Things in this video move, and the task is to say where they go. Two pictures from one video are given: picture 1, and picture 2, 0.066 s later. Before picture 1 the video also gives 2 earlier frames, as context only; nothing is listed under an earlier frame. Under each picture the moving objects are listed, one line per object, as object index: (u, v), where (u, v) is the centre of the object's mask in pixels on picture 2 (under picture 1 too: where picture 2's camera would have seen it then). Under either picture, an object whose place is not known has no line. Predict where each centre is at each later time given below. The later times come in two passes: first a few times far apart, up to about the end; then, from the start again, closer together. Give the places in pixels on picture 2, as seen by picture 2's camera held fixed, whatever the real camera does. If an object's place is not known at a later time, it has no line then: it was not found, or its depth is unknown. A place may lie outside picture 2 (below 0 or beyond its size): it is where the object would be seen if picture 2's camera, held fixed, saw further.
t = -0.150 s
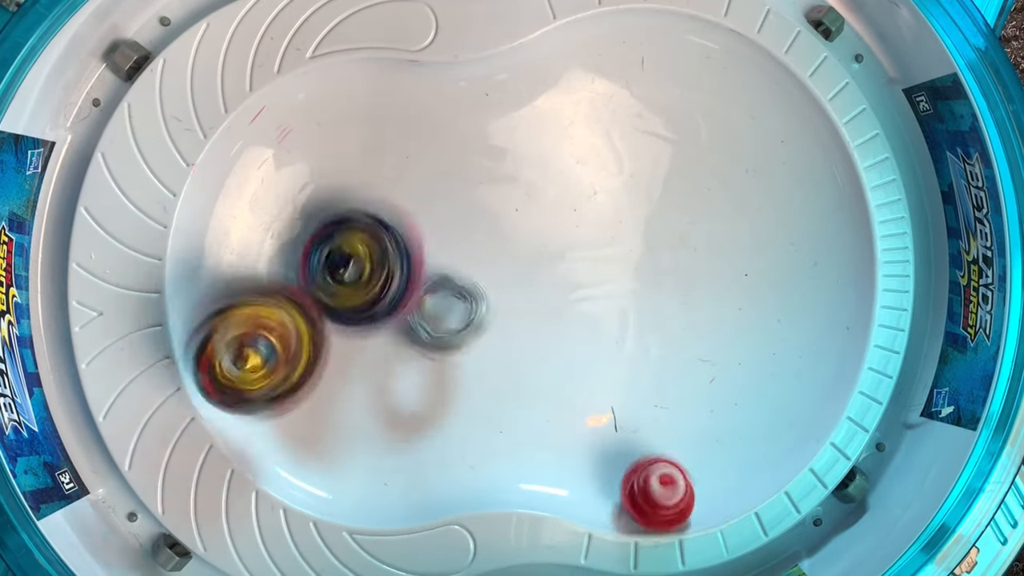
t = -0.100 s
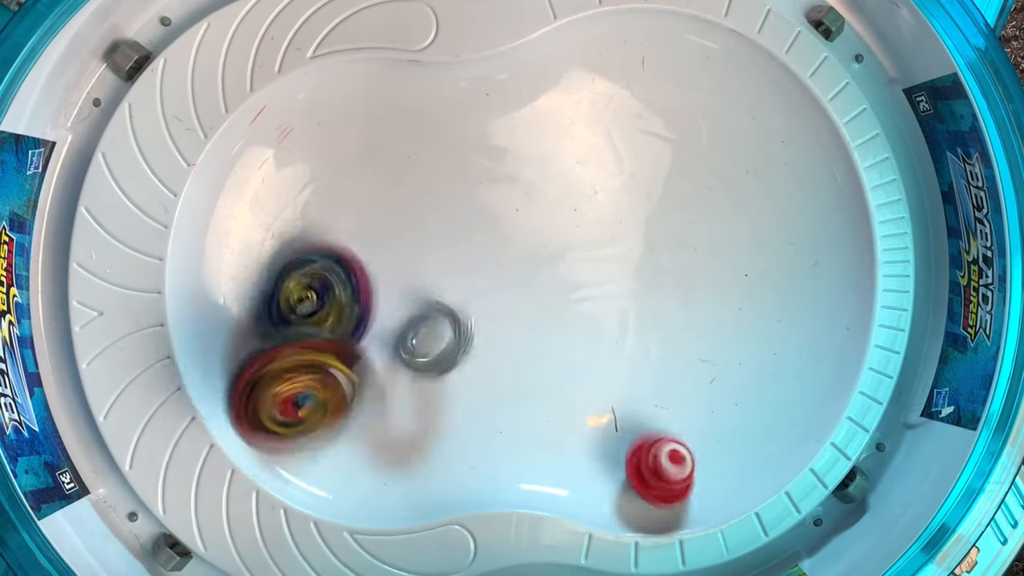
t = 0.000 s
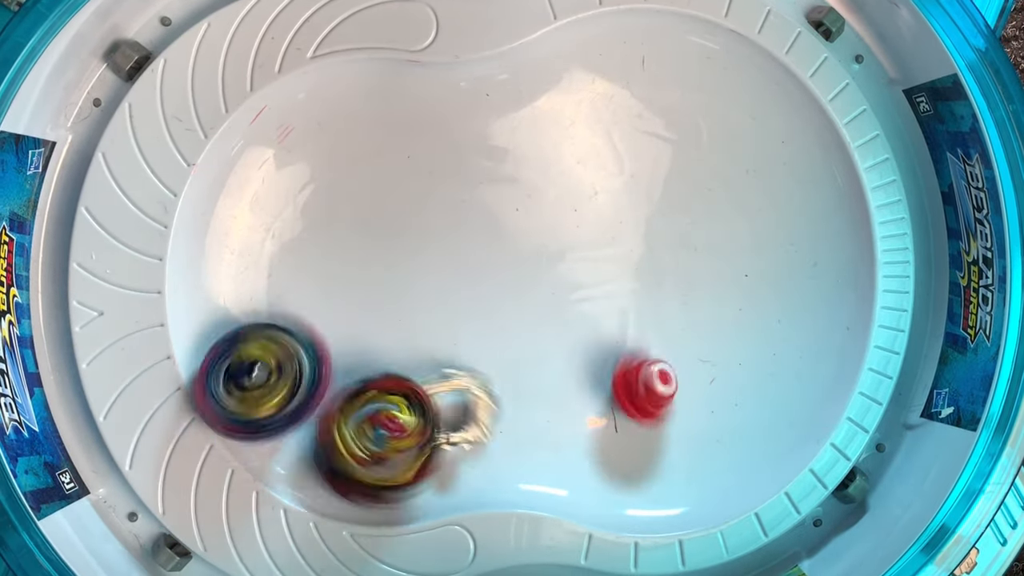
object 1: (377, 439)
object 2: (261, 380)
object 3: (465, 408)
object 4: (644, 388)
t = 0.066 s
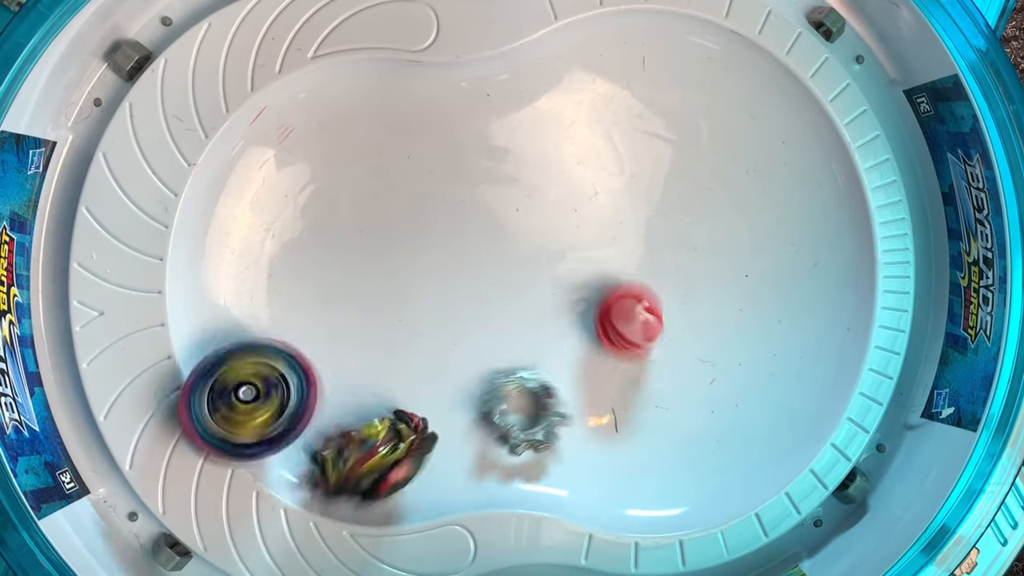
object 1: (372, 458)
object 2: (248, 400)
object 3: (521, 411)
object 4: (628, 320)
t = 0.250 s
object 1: (404, 410)
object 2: (338, 333)
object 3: (626, 330)
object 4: (530, 178)
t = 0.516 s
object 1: (416, 392)
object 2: (389, 125)
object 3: (647, 286)
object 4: (532, 133)
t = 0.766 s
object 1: (415, 381)
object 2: (433, 267)
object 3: (645, 292)
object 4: (688, 227)
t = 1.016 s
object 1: (380, 389)
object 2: (585, 378)
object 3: (645, 291)
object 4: (727, 285)
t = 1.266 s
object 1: (380, 388)
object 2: (673, 361)
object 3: (632, 277)
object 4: (754, 307)
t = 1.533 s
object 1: (381, 387)
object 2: (676, 346)
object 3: (645, 254)
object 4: (765, 311)
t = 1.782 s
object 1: (380, 387)
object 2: (659, 348)
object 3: (645, 252)
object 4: (736, 310)
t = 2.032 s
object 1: (380, 387)
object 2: (624, 329)
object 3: (648, 247)
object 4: (733, 305)
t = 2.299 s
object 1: (380, 386)
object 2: (628, 325)
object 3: (652, 234)
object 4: (730, 307)
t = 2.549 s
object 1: (381, 386)
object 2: (627, 324)
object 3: (653, 233)
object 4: (729, 307)
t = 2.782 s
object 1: (380, 386)
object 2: (627, 323)
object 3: (655, 234)
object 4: (729, 307)
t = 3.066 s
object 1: (380, 386)
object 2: (627, 323)
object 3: (655, 234)
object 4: (729, 308)
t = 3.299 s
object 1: (380, 386)
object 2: (627, 323)
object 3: (655, 233)
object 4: (730, 306)
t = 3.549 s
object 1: (380, 386)
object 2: (627, 323)
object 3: (655, 234)
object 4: (729, 307)
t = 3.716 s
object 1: (380, 386)
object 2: (627, 323)
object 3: (655, 233)
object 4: (730, 305)
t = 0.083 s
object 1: (369, 468)
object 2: (249, 401)
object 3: (534, 407)
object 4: (625, 306)
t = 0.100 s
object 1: (370, 471)
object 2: (248, 400)
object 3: (547, 402)
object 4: (614, 284)
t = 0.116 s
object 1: (372, 470)
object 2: (256, 393)
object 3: (562, 398)
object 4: (604, 265)
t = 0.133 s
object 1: (373, 468)
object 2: (265, 390)
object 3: (571, 389)
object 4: (598, 251)
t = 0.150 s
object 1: (376, 464)
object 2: (274, 386)
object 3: (580, 381)
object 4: (588, 236)
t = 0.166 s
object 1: (379, 457)
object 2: (282, 378)
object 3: (591, 374)
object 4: (576, 222)
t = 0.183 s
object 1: (383, 448)
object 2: (297, 368)
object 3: (600, 366)
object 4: (566, 208)
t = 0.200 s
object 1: (391, 439)
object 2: (310, 363)
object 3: (609, 357)
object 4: (560, 201)
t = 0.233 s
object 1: (402, 416)
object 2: (329, 344)
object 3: (619, 339)
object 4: (537, 185)
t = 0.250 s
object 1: (404, 410)
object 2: (338, 333)
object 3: (626, 330)
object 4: (530, 178)
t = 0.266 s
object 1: (405, 409)
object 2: (348, 316)
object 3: (632, 322)
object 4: (520, 173)
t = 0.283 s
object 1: (406, 411)
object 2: (358, 297)
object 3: (636, 314)
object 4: (511, 168)
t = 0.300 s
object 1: (411, 415)
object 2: (367, 282)
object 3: (639, 308)
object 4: (500, 163)
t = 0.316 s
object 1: (416, 419)
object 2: (371, 266)
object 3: (642, 303)
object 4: (491, 157)
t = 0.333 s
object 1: (418, 419)
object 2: (375, 250)
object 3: (644, 298)
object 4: (483, 152)
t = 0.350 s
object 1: (418, 418)
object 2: (382, 231)
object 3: (646, 293)
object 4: (474, 150)
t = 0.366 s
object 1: (418, 416)
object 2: (387, 216)
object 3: (647, 290)
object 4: (464, 148)
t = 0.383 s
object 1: (418, 413)
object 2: (390, 203)
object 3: (648, 288)
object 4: (458, 146)
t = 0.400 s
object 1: (418, 411)
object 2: (389, 190)
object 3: (647, 287)
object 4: (466, 139)
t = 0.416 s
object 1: (418, 408)
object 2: (387, 173)
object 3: (647, 286)
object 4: (476, 134)
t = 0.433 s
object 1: (418, 405)
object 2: (388, 161)
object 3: (647, 286)
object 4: (485, 131)
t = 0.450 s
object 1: (418, 402)
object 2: (387, 151)
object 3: (647, 286)
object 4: (493, 130)
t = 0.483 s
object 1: (417, 396)
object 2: (387, 131)
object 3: (647, 286)
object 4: (512, 128)
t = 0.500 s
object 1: (417, 394)
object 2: (389, 125)
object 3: (647, 286)
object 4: (522, 130)
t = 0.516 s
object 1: (416, 392)
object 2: (389, 125)
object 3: (647, 286)
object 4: (532, 133)
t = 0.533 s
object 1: (416, 390)
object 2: (389, 124)
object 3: (647, 286)
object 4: (542, 139)
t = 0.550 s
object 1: (417, 388)
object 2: (391, 124)
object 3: (647, 286)
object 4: (553, 144)
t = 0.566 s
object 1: (416, 387)
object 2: (390, 129)
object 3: (647, 286)
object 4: (563, 150)
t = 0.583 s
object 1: (416, 385)
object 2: (391, 135)
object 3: (647, 286)
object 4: (576, 158)
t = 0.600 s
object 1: (416, 384)
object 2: (391, 141)
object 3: (647, 286)
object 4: (588, 166)
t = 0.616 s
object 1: (416, 384)
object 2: (394, 149)
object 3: (647, 286)
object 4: (598, 175)
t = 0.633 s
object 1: (416, 383)
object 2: (395, 158)
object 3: (646, 286)
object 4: (609, 186)
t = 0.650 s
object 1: (416, 383)
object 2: (397, 168)
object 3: (647, 286)
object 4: (621, 197)
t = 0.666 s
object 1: (416, 383)
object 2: (399, 180)
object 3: (646, 286)
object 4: (632, 209)
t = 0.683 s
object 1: (416, 382)
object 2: (405, 193)
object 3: (647, 288)
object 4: (645, 220)
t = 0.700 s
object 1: (416, 382)
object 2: (412, 212)
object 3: (646, 290)
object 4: (654, 222)
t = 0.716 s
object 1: (416, 381)
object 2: (414, 220)
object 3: (646, 292)
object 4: (664, 224)
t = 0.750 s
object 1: (415, 381)
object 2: (427, 251)
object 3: (645, 293)
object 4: (680, 227)
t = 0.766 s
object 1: (415, 381)
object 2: (433, 267)
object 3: (645, 292)
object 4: (688, 227)
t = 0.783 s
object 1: (408, 385)
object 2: (441, 284)
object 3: (646, 291)
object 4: (698, 229)
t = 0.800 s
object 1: (403, 389)
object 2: (453, 297)
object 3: (645, 291)
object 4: (706, 231)
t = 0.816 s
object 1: (397, 391)
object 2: (464, 311)
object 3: (645, 291)
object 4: (713, 234)
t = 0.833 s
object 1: (392, 394)
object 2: (474, 321)
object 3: (645, 291)
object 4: (720, 238)
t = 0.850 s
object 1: (387, 397)
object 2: (486, 336)
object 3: (645, 291)
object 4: (726, 242)
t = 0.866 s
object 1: (384, 399)
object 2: (493, 344)
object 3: (645, 291)
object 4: (729, 246)
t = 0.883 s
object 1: (382, 399)
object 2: (505, 347)
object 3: (645, 291)
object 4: (732, 250)
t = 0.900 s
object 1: (380, 398)
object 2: (514, 354)
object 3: (645, 291)
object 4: (735, 254)
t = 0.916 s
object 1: (379, 397)
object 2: (523, 360)
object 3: (645, 291)
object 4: (737, 257)
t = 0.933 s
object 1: (379, 395)
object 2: (533, 367)
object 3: (645, 291)
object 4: (740, 262)
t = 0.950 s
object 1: (379, 393)
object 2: (544, 370)
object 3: (645, 290)
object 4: (740, 267)
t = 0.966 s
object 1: (379, 392)
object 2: (556, 369)
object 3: (645, 291)
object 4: (738, 272)
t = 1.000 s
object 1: (380, 390)
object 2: (577, 375)
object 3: (645, 291)
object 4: (731, 281)
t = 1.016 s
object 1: (380, 389)
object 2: (585, 378)
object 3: (645, 291)
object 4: (727, 285)
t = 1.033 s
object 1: (380, 389)
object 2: (593, 378)
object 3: (644, 291)
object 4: (723, 289)
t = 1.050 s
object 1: (380, 389)
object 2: (603, 376)
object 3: (645, 288)
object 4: (718, 295)
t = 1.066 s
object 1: (380, 389)
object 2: (612, 375)
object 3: (644, 286)
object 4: (716, 302)
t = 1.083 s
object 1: (380, 389)
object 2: (622, 372)
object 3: (642, 286)
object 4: (713, 307)
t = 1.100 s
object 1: (380, 389)
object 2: (631, 371)
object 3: (642, 285)
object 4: (709, 311)
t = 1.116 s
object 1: (380, 389)
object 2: (639, 370)
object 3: (637, 274)
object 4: (707, 314)
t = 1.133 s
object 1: (380, 388)
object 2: (645, 370)
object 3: (638, 274)
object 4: (712, 315)
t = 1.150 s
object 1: (380, 388)
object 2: (649, 371)
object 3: (640, 274)
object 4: (719, 314)
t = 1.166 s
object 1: (380, 388)
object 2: (653, 371)
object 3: (636, 275)
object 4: (726, 311)
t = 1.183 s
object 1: (380, 388)
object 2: (656, 370)
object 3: (636, 275)
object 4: (734, 310)
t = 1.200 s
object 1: (380, 388)
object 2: (659, 369)
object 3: (636, 275)
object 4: (741, 309)
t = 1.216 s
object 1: (380, 388)
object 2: (662, 367)
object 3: (637, 274)
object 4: (746, 308)
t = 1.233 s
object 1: (380, 388)
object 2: (669, 369)
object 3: (637, 274)
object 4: (749, 307)
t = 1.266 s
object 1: (380, 388)
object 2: (673, 361)
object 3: (632, 277)
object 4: (754, 307)
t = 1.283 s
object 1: (380, 387)
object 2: (674, 360)
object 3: (642, 284)
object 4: (755, 308)
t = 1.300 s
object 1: (380, 387)
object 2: (677, 358)
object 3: (643, 282)
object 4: (759, 308)
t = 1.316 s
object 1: (380, 387)
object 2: (678, 356)
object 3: (644, 280)
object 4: (773, 308)
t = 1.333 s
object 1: (380, 387)
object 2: (677, 354)
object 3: (645, 275)
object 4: (783, 309)
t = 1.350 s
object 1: (381, 387)
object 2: (678, 352)
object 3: (646, 270)
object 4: (790, 310)
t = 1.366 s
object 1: (381, 387)
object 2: (678, 349)
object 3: (646, 266)
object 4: (793, 311)
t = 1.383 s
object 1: (381, 387)
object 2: (683, 351)
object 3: (646, 263)
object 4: (792, 311)
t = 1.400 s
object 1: (381, 387)
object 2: (681, 348)
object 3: (646, 260)
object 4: (790, 312)
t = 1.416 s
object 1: (381, 387)
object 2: (680, 346)
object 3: (645, 257)
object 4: (786, 314)
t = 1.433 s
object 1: (381, 387)
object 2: (679, 346)
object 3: (645, 256)
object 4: (781, 315)
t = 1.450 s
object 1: (381, 387)
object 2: (679, 346)
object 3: (645, 256)
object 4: (776, 315)
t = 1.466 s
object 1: (381, 387)
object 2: (680, 346)
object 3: (645, 256)
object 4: (771, 316)
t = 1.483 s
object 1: (381, 387)
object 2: (679, 344)
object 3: (645, 255)
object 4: (770, 315)
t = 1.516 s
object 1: (381, 387)
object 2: (677, 345)
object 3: (645, 254)
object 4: (767, 312)
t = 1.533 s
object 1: (381, 387)
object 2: (676, 346)
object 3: (645, 254)
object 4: (765, 311)
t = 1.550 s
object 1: (381, 387)
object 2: (674, 346)
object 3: (645, 253)
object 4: (762, 310)
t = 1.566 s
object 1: (381, 387)
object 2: (671, 348)
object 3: (644, 253)
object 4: (757, 309)
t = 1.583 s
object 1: (381, 387)
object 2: (670, 347)
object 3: (645, 253)
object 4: (753, 309)
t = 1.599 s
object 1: (380, 387)
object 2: (669, 347)
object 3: (644, 253)
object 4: (749, 309)
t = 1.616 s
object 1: (380, 387)
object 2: (668, 347)
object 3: (645, 253)
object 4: (746, 308)
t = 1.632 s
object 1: (380, 387)
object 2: (667, 348)
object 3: (645, 253)
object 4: (743, 308)
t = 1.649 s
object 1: (380, 387)
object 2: (665, 348)
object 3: (645, 253)
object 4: (741, 308)
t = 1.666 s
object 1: (380, 387)
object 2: (664, 348)
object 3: (645, 253)
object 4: (740, 307)
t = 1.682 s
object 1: (380, 387)
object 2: (664, 348)
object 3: (645, 253)
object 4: (738, 307)
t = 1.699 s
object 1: (380, 387)
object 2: (663, 348)
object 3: (645, 252)
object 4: (738, 307)
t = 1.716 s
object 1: (380, 387)
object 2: (662, 348)
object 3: (645, 252)
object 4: (737, 308)
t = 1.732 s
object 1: (380, 387)
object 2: (662, 348)
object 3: (645, 252)
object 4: (737, 309)
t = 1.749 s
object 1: (380, 387)
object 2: (661, 348)
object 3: (645, 252)
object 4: (736, 309)
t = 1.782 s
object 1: (380, 387)
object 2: (659, 348)
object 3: (645, 252)
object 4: (736, 310)
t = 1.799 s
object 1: (380, 387)
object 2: (658, 348)
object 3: (645, 252)
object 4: (735, 311)
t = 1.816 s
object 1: (380, 387)
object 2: (656, 348)
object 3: (645, 252)
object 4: (734, 311)
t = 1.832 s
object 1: (380, 387)
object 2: (654, 348)
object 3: (645, 252)
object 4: (734, 311)
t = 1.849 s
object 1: (380, 387)
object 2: (652, 348)
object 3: (645, 251)
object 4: (733, 311)
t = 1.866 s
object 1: (380, 387)
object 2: (649, 348)
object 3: (645, 251)
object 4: (733, 311)
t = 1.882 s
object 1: (381, 387)
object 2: (646, 348)
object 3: (645, 251)
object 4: (732, 311)
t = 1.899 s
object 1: (380, 387)
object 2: (643, 346)
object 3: (645, 250)
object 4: (732, 310)
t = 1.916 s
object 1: (380, 387)
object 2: (641, 345)
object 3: (646, 250)
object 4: (733, 309)
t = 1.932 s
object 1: (380, 387)
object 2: (638, 345)
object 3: (646, 249)
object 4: (733, 308)
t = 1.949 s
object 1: (380, 387)
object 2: (635, 342)
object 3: (647, 249)
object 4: (732, 308)
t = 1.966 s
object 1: (380, 387)
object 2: (633, 341)
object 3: (647, 248)
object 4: (732, 307)
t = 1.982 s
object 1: (380, 387)
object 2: (632, 336)
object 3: (647, 248)
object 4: (733, 306)
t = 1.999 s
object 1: (380, 387)
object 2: (629, 334)
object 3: (647, 248)
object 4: (733, 306)
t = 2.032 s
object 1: (380, 387)
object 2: (624, 329)
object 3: (648, 247)
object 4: (733, 305)
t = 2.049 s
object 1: (380, 387)
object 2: (621, 328)
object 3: (649, 246)
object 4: (733, 304)
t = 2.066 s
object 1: (380, 387)
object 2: (621, 325)
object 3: (653, 236)
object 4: (733, 304)
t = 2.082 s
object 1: (380, 387)
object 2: (620, 324)
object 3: (653, 236)
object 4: (733, 304)
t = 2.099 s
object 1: (380, 387)
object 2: (620, 324)
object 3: (655, 236)
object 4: (733, 304)
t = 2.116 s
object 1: (381, 387)
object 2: (620, 325)
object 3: (655, 236)
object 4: (733, 303)
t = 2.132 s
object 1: (380, 386)
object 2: (620, 326)
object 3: (653, 236)
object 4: (733, 303)
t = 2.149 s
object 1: (380, 386)
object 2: (620, 326)
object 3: (653, 236)
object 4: (732, 303)
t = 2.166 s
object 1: (380, 386)
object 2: (621, 326)
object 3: (654, 236)
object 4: (732, 303)
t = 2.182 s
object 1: (380, 386)
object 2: (622, 326)
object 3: (655, 236)
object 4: (731, 304)
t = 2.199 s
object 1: (380, 386)
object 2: (623, 326)
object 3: (653, 235)
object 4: (731, 304)
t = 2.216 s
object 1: (381, 386)
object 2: (624, 326)
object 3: (654, 236)
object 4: (731, 305)
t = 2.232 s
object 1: (380, 386)
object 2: (626, 326)
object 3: (653, 235)
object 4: (731, 305)
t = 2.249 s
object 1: (380, 386)
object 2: (628, 326)
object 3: (652, 235)
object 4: (731, 306)
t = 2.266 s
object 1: (380, 386)
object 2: (629, 325)
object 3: (652, 235)
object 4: (730, 306)
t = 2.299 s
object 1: (380, 386)
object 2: (628, 325)
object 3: (652, 234)
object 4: (730, 307)
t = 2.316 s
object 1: (381, 386)
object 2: (627, 325)
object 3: (654, 235)
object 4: (730, 308)
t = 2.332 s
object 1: (380, 386)
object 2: (625, 325)
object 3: (655, 235)
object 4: (729, 309)
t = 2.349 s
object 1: (380, 386)
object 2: (624, 325)
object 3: (656, 235)
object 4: (729, 309)
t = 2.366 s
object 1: (381, 386)
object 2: (624, 324)
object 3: (655, 235)
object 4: (729, 309)
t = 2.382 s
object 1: (380, 386)
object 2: (624, 324)
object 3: (655, 234)
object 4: (729, 310)
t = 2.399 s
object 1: (380, 386)
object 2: (624, 324)
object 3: (656, 235)
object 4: (729, 310)
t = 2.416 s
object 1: (380, 386)
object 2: (624, 324)
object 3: (655, 234)
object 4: (729, 310)
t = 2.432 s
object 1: (381, 386)
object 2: (625, 324)
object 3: (655, 234)
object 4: (729, 310)
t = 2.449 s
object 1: (380, 386)
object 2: (626, 325)
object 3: (655, 234)
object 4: (729, 309)
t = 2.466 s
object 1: (380, 386)
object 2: (627, 325)
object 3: (655, 234)
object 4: (729, 309)
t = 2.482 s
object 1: (381, 386)
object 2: (627, 325)
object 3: (655, 234)
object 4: (729, 309)
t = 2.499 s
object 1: (381, 386)
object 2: (627, 324)
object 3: (655, 234)
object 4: (729, 308)
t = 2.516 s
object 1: (380, 386)
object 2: (626, 324)
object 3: (655, 234)
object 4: (729, 308)
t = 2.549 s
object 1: (381, 386)
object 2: (627, 324)
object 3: (653, 233)
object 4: (729, 307)
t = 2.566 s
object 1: (380, 386)
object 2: (627, 324)
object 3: (654, 234)
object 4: (729, 306)
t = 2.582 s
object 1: (380, 386)
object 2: (627, 324)
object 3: (653, 233)
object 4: (730, 306)
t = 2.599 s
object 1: (380, 386)
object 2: (627, 324)
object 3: (654, 233)
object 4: (730, 305)
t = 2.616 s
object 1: (380, 386)
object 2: (627, 323)
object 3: (654, 233)
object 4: (730, 305)
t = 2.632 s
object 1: (380, 386)
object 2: (627, 323)
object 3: (655, 234)
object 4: (730, 305)
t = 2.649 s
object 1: (380, 386)
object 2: (627, 323)
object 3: (655, 234)
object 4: (730, 305)
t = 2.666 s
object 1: (381, 386)
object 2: (627, 323)
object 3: (655, 234)
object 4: (730, 305)
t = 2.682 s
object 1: (380, 386)
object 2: (627, 323)
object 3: (655, 234)
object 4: (730, 305)
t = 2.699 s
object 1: (380, 386)
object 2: (627, 323)
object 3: (655, 234)
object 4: (730, 305)
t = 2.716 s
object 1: (380, 386)
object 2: (627, 323)
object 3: (655, 234)
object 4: (730, 305)
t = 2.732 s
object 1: (380, 386)
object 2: (627, 323)
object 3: (655, 234)
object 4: (730, 306)
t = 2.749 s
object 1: (380, 386)
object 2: (627, 323)
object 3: (655, 234)
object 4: (729, 306)
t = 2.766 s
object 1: (380, 386)
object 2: (627, 323)
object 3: (655, 234)
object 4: (729, 306)
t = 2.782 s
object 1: (380, 386)
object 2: (627, 323)
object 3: (655, 234)
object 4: (729, 307)
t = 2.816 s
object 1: (380, 386)
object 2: (627, 323)
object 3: (655, 234)
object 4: (729, 308)
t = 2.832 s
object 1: (380, 386)
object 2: (627, 323)
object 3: (655, 234)
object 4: (729, 308)
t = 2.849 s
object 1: (380, 386)
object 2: (627, 323)
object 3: (655, 234)
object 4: (729, 308)
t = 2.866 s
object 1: (380, 386)
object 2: (627, 323)
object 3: (655, 233)
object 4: (729, 308)
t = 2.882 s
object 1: (380, 386)
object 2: (627, 323)
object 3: (655, 234)
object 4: (729, 309)
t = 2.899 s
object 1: (380, 386)
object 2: (627, 323)
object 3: (655, 234)
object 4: (729, 309)
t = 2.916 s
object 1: (380, 386)
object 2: (627, 323)
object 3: (655, 234)
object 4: (729, 309)
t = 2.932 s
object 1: (380, 386)
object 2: (627, 323)
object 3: (655, 234)
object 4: (729, 309)
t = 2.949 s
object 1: (380, 386)
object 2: (627, 323)
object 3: (655, 234)
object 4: (729, 309)
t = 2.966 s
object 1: (380, 386)
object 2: (627, 323)
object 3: (655, 234)
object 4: (729, 309)
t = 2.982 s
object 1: (380, 386)
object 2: (627, 323)
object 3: (655, 234)
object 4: (729, 309)
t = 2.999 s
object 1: (380, 386)
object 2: (627, 323)
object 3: (655, 234)
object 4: (729, 309)
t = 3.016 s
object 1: (380, 386)
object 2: (627, 323)
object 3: (655, 234)
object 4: (729, 309)
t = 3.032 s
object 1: (380, 386)
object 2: (627, 323)
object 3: (655, 234)
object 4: (729, 308)
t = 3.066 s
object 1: (380, 386)
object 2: (627, 323)
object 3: (655, 234)
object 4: (729, 308)
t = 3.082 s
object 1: (380, 386)
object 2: (627, 323)
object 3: (655, 234)
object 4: (729, 307)
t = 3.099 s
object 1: (380, 386)
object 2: (627, 323)
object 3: (655, 234)
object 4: (729, 307)
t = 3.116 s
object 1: (380, 386)
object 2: (627, 323)
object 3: (655, 234)
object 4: (729, 307)
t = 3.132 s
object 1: (380, 386)
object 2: (627, 323)
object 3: (655, 234)
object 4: (729, 306)
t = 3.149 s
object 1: (380, 386)
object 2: (627, 323)
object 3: (655, 234)
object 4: (729, 306)
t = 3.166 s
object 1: (380, 386)
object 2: (627, 323)
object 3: (655, 234)
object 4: (729, 306)
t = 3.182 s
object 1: (380, 386)
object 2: (627, 323)
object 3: (655, 234)
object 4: (730, 305)
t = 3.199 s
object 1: (380, 386)
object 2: (627, 323)
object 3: (655, 233)
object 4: (730, 305)
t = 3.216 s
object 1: (380, 386)
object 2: (627, 323)
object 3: (655, 233)
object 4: (730, 305)
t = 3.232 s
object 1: (380, 386)
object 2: (627, 323)
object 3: (655, 233)
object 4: (730, 305)
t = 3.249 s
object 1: (380, 386)
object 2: (627, 323)
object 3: (655, 233)
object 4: (730, 305)
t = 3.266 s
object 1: (380, 386)
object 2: (627, 323)
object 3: (655, 233)
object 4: (730, 305)
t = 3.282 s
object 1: (380, 386)
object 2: (627, 323)
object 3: (655, 233)
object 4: (730, 305)
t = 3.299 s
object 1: (380, 386)
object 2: (627, 323)
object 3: (655, 233)
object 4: (730, 306)
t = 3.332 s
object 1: (380, 386)
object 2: (627, 323)
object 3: (655, 233)
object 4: (729, 306)
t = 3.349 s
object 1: (380, 386)
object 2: (627, 323)
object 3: (655, 233)
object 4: (729, 306)
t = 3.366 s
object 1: (381, 386)
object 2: (627, 323)
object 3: (655, 234)
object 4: (729, 307)
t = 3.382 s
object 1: (380, 386)
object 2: (627, 323)
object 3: (655, 234)
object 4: (729, 307)
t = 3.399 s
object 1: (380, 386)
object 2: (627, 323)
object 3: (655, 234)
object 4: (729, 307)
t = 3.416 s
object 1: (380, 386)
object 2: (627, 323)
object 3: (655, 234)
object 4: (729, 308)
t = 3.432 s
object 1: (380, 386)
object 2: (627, 323)
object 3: (655, 234)
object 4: (729, 308)
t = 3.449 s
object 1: (380, 386)
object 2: (627, 323)
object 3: (655, 234)
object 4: (729, 308)
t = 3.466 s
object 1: (380, 386)
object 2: (627, 323)
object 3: (655, 234)
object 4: (729, 308)
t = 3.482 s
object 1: (380, 386)
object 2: (627, 323)
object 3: (655, 234)
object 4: (729, 308)
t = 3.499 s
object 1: (380, 386)
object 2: (627, 323)
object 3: (655, 234)
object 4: (729, 308)
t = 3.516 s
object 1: (380, 386)
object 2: (627, 323)
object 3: (655, 234)
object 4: (729, 307)
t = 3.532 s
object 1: (380, 386)
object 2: (627, 323)
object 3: (655, 234)
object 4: (729, 307)
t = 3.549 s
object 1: (380, 386)
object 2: (627, 323)
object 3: (655, 234)
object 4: (729, 307)
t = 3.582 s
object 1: (380, 386)
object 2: (627, 325)
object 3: (655, 233)
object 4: (729, 306)
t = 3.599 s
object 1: (380, 386)
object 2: (627, 325)
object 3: (654, 233)
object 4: (729, 306)
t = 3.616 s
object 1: (380, 386)
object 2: (627, 323)
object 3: (654, 233)
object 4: (729, 306)
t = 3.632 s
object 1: (380, 386)
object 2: (627, 323)
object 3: (653, 233)
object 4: (729, 306)
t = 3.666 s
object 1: (380, 386)
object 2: (627, 323)
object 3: (654, 233)
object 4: (729, 306)
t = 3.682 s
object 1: (380, 386)
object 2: (627, 323)
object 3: (655, 233)
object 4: (730, 306)
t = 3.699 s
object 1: (380, 386)
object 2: (627, 323)
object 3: (653, 233)
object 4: (730, 305)
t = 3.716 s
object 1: (380, 386)
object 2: (627, 323)
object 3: (655, 233)
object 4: (730, 305)
